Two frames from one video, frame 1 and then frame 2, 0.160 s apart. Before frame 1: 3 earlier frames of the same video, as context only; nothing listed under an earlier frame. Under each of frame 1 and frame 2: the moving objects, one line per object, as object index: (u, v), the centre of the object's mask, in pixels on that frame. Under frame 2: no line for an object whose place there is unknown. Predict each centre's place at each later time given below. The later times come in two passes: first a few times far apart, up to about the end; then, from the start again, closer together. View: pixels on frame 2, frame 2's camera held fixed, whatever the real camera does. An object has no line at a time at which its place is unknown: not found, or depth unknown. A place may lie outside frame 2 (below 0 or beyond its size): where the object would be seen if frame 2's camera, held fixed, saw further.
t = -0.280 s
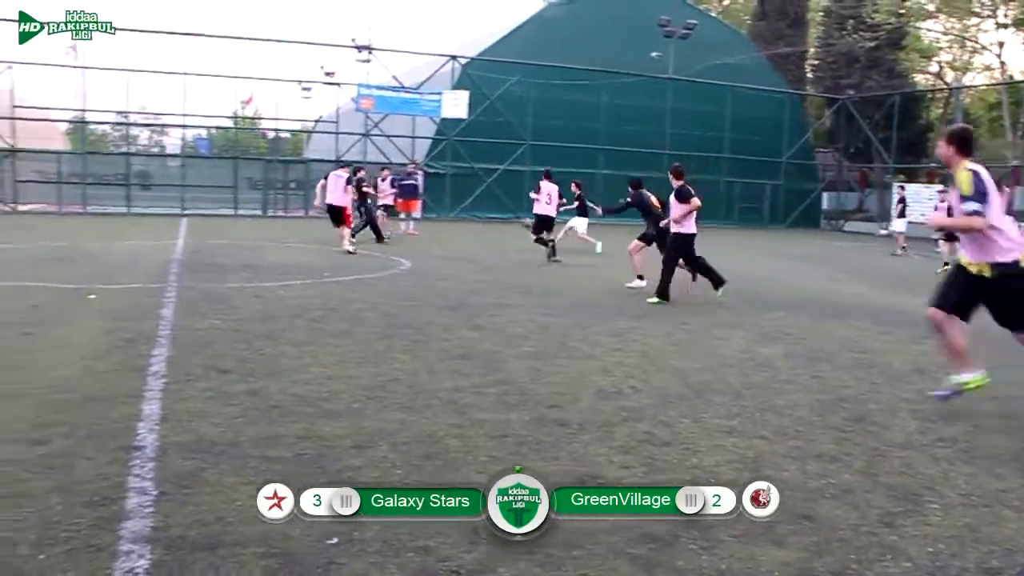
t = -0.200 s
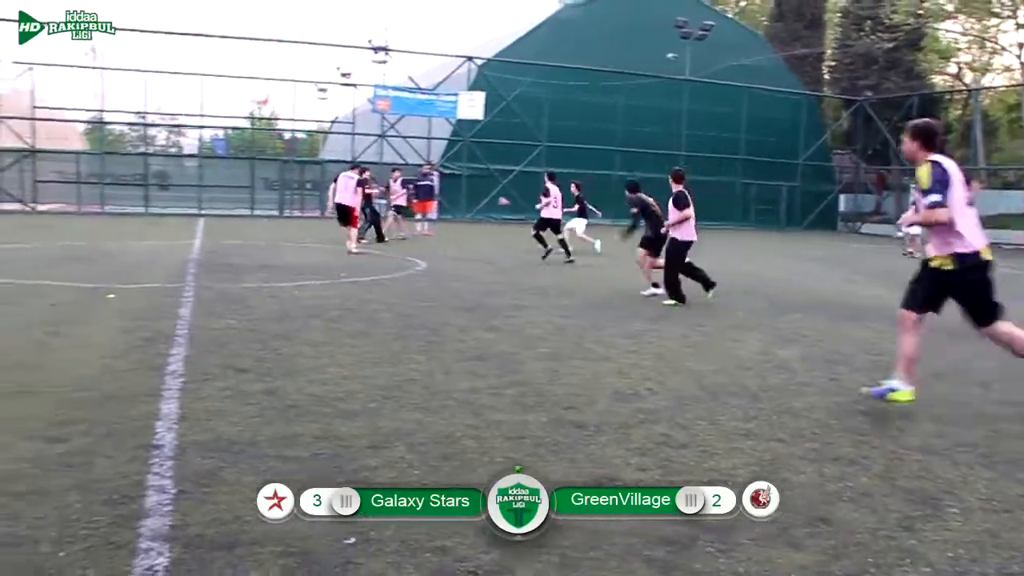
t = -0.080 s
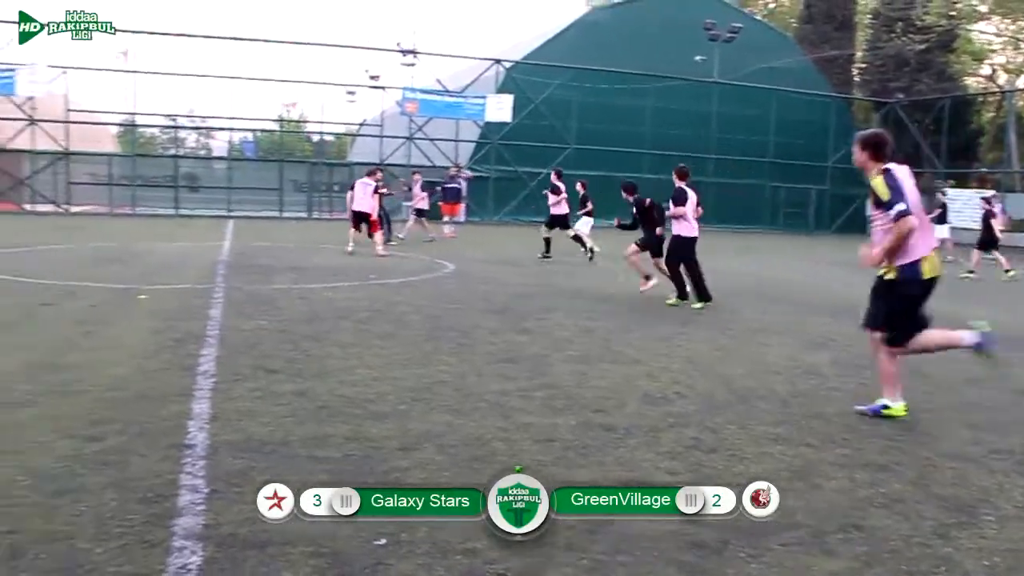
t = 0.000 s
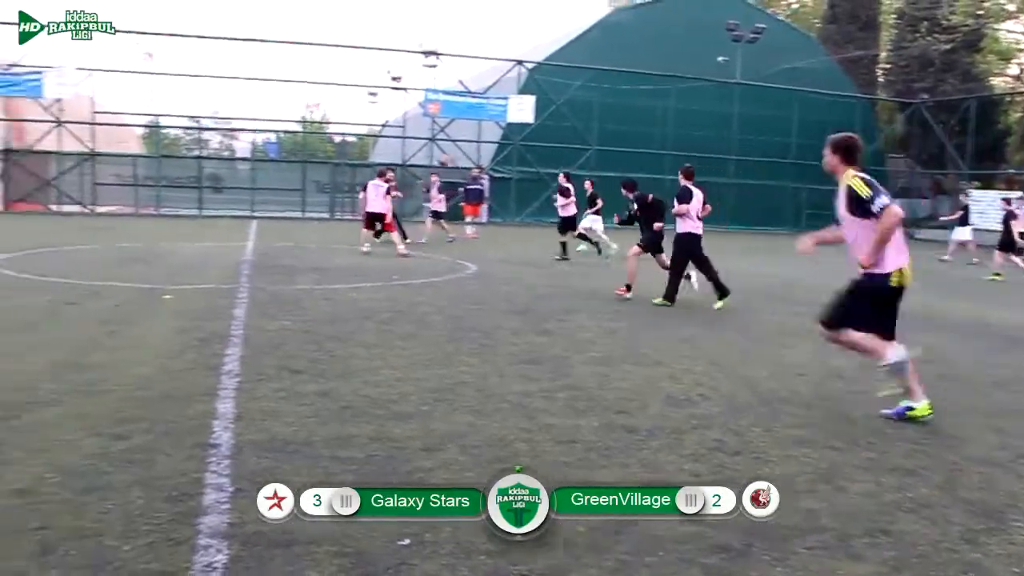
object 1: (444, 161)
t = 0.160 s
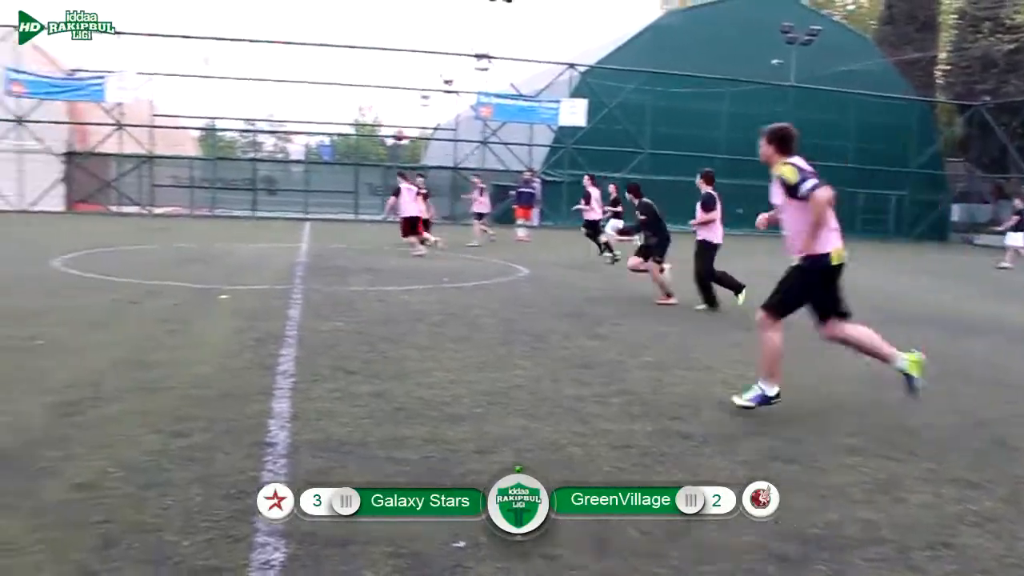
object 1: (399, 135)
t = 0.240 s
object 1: (348, 125)
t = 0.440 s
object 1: (207, 113)
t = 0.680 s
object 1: (14, 130)
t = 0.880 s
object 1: (-172, 182)
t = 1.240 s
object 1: (-479, 212)
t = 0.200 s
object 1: (375, 130)
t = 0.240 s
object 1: (348, 125)
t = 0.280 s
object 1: (321, 121)
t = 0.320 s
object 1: (294, 118)
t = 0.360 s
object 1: (266, 115)
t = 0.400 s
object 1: (237, 114)
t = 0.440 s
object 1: (207, 113)
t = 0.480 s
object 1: (177, 113)
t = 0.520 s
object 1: (147, 114)
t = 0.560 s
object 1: (115, 117)
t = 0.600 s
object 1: (81, 121)
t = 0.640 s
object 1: (49, 126)
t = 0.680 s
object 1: (14, 130)
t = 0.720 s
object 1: (-22, 139)
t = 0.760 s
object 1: (-58, 147)
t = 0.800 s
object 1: (-95, 154)
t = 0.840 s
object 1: (-133, 170)
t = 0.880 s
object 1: (-172, 182)
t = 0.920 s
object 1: (-213, 198)
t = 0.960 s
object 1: (-254, 211)
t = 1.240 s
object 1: (-479, 212)
